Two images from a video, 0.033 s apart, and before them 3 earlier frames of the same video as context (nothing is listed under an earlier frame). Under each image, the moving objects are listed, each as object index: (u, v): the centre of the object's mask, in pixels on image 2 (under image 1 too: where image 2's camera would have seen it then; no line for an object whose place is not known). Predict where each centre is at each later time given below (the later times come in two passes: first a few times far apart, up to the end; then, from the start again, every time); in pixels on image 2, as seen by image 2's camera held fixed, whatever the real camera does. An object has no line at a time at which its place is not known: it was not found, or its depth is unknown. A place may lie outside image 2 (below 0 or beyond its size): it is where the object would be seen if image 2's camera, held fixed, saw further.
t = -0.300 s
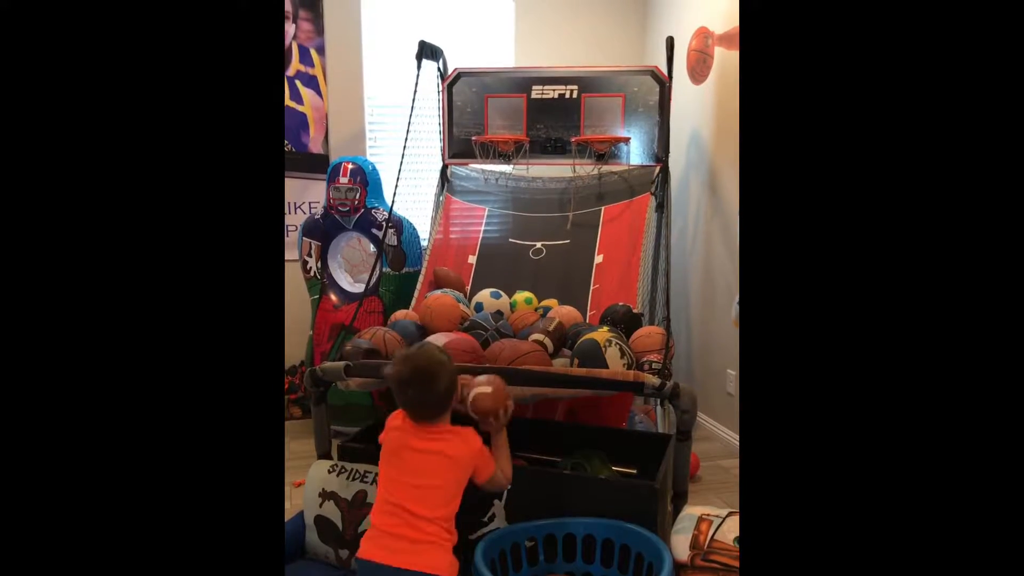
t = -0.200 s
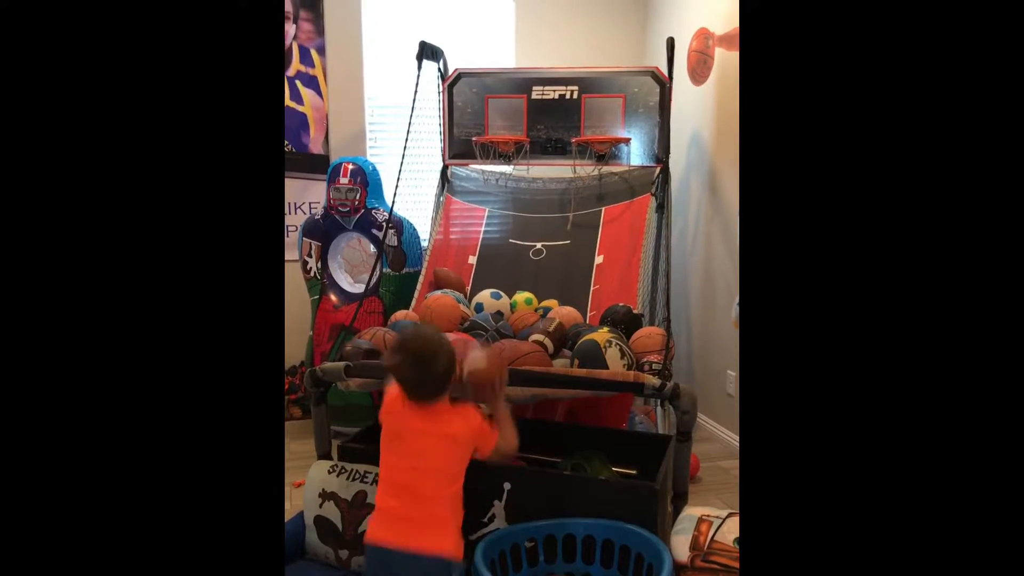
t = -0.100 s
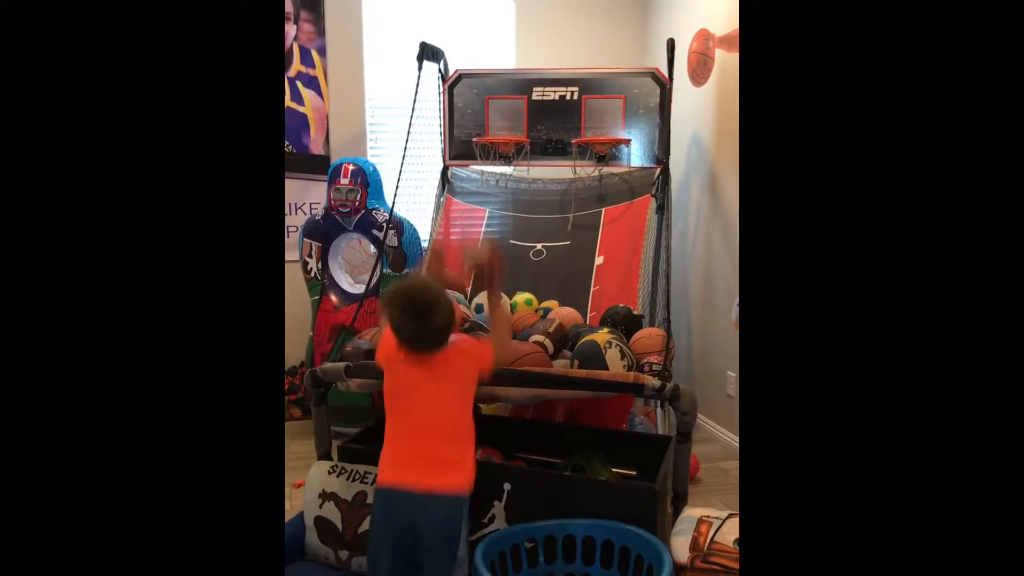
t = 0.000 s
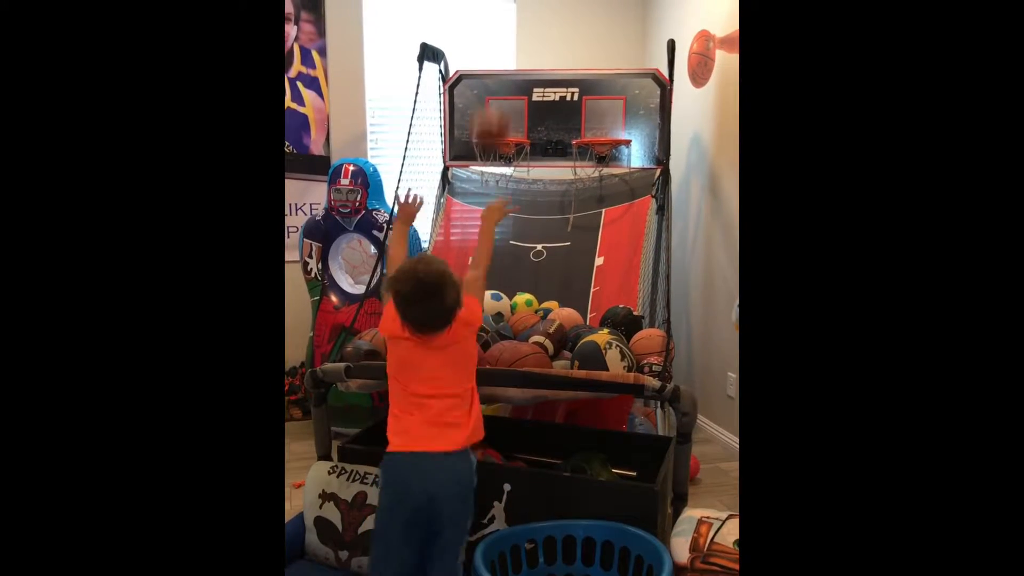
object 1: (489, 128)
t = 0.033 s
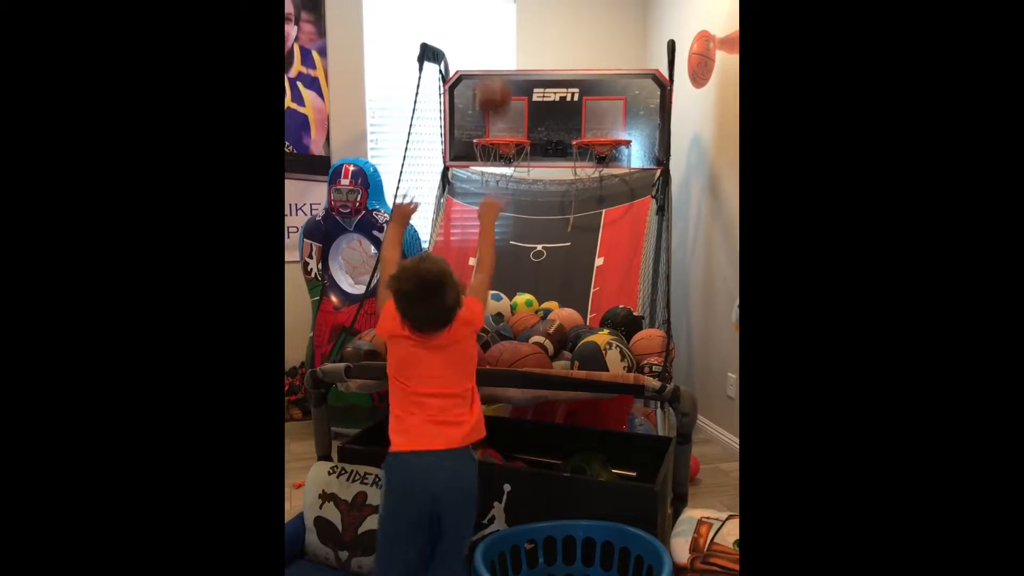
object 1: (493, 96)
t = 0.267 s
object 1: (503, 10)
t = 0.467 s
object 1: (510, 50)
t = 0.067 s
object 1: (493, 73)
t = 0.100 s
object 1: (495, 48)
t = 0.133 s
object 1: (497, 32)
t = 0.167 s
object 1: (499, 19)
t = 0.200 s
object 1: (501, 13)
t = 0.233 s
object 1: (502, 11)
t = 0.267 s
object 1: (503, 10)
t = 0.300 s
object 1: (504, 11)
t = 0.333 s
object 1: (505, 13)
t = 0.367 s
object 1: (507, 18)
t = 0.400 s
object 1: (508, 26)
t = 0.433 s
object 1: (509, 37)
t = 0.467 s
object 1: (510, 50)
